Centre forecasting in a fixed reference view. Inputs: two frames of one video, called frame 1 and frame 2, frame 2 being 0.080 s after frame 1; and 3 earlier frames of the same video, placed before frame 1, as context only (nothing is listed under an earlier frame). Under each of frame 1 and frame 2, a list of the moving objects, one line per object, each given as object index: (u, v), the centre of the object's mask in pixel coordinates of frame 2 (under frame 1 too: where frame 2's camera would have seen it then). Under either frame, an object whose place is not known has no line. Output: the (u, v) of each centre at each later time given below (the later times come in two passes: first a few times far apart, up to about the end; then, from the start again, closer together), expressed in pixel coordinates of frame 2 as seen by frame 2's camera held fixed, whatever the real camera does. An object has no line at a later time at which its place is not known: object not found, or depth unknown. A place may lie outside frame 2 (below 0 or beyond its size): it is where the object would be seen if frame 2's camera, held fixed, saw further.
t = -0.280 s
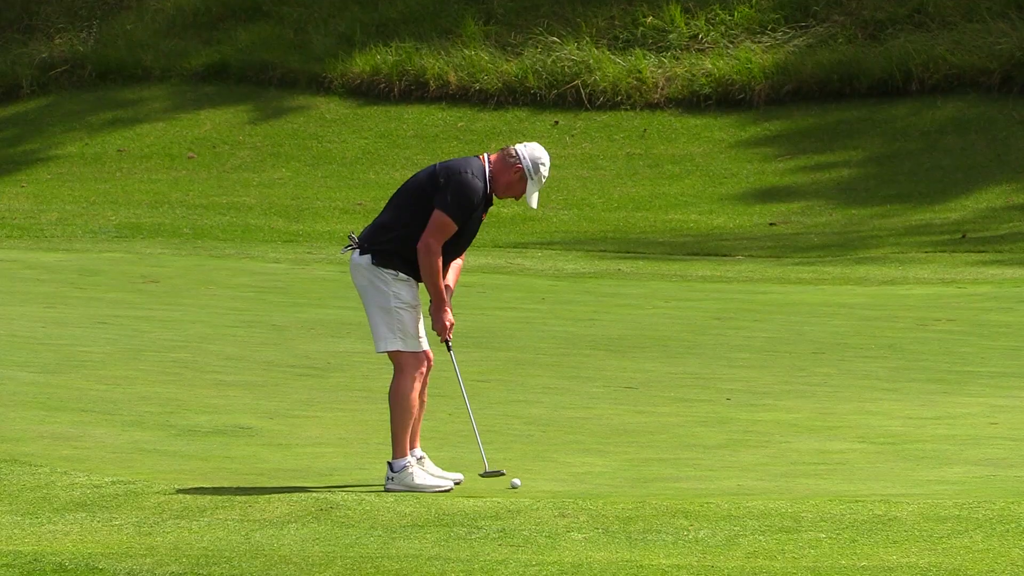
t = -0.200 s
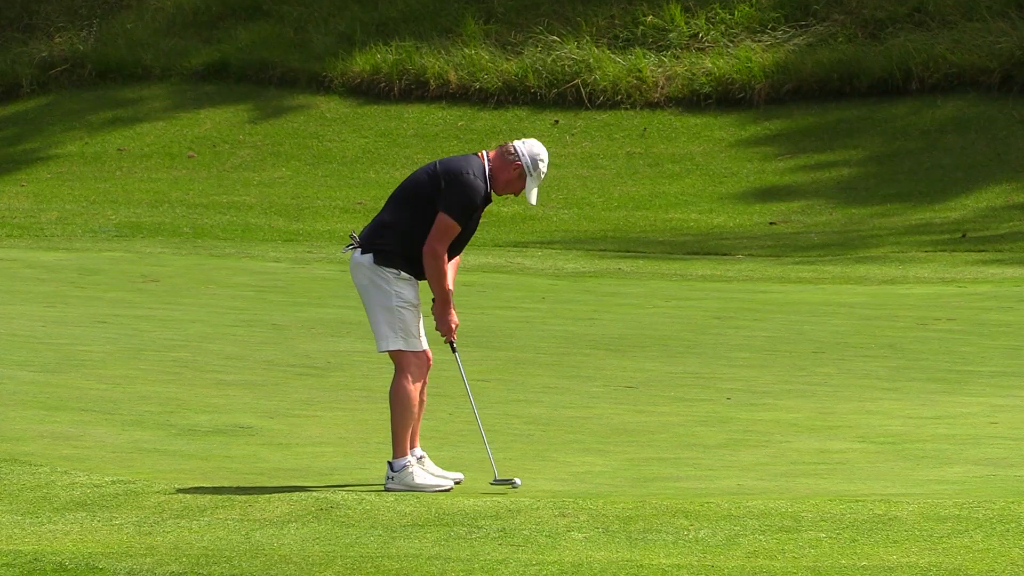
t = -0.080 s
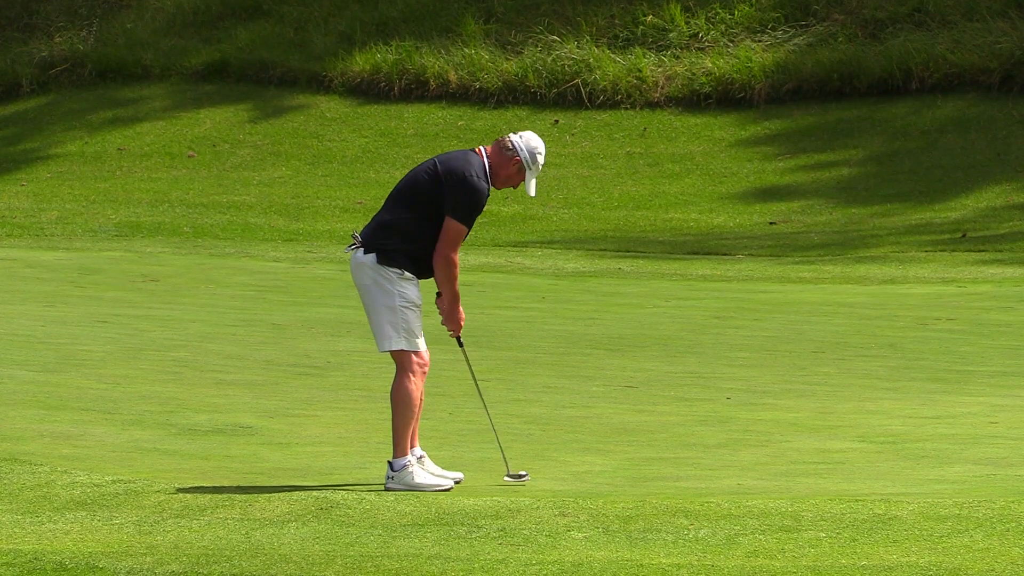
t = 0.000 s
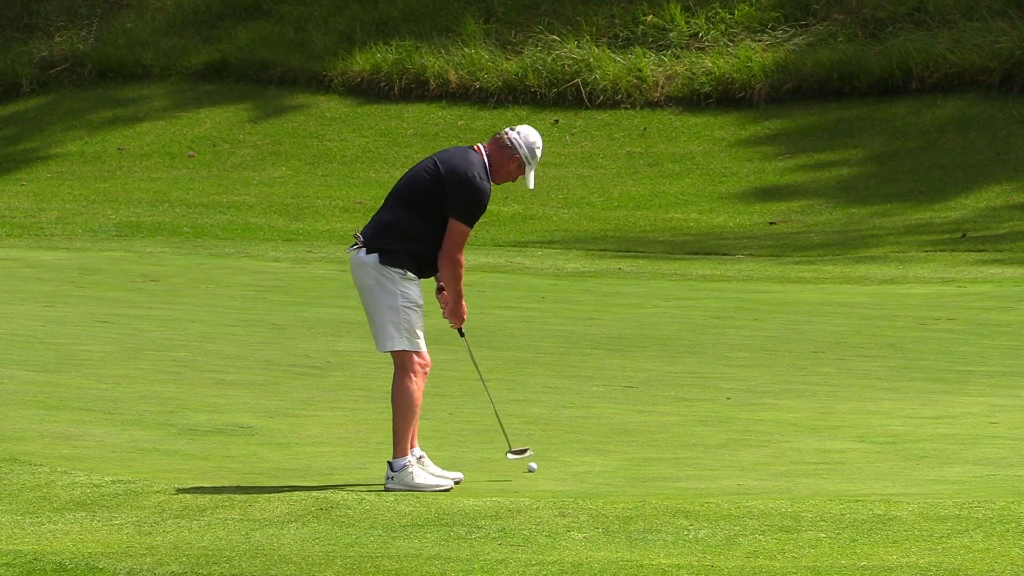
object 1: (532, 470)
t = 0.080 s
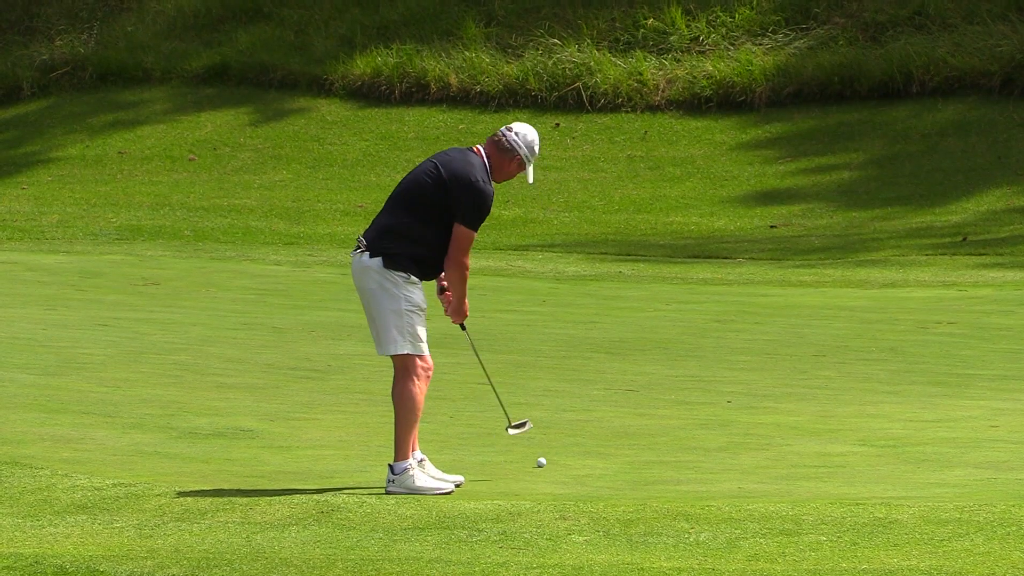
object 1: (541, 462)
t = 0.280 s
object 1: (557, 447)
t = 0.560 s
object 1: (575, 427)
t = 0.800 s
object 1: (588, 413)
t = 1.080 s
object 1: (600, 401)
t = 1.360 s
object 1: (610, 391)
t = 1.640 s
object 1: (619, 382)
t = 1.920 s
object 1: (626, 374)
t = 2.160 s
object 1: (632, 368)
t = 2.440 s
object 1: (638, 363)
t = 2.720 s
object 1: (644, 358)
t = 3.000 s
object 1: (649, 355)
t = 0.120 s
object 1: (544, 459)
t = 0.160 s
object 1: (548, 456)
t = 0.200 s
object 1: (551, 453)
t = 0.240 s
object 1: (554, 450)
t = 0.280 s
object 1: (557, 447)
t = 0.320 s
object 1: (559, 444)
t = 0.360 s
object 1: (562, 441)
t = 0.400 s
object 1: (565, 438)
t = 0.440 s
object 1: (568, 435)
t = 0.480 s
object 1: (570, 432)
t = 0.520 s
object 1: (573, 430)
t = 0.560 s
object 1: (575, 427)
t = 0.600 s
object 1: (577, 425)
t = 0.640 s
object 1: (580, 422)
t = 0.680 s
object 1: (582, 419)
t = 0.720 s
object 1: (584, 417)
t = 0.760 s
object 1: (586, 415)
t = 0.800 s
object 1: (588, 413)
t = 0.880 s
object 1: (592, 410)
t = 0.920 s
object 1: (593, 408)
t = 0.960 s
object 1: (595, 406)
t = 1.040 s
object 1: (598, 402)
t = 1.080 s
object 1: (600, 401)
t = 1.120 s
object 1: (601, 399)
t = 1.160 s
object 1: (603, 398)
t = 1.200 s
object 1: (604, 396)
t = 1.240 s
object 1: (606, 395)
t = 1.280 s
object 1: (607, 393)
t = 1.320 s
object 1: (608, 392)
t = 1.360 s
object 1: (610, 391)
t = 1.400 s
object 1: (611, 389)
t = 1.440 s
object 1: (613, 388)
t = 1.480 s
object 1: (614, 387)
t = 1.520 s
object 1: (615, 386)
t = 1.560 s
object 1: (616, 385)
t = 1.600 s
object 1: (618, 384)
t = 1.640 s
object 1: (619, 382)
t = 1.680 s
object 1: (620, 381)
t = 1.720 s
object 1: (621, 380)
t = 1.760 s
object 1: (622, 379)
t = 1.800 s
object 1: (623, 378)
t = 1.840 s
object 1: (624, 377)
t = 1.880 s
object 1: (625, 376)
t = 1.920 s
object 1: (626, 374)
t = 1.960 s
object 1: (627, 374)
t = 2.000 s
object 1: (628, 372)
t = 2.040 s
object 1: (629, 371)
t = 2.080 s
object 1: (630, 370)
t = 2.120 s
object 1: (631, 369)
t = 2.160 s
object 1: (632, 368)
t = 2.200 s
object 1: (633, 367)
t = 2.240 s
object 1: (634, 367)
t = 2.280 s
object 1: (635, 366)
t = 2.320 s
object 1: (636, 365)
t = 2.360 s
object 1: (637, 364)
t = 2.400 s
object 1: (638, 364)
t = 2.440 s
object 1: (638, 363)
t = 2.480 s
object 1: (639, 362)
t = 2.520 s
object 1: (640, 362)
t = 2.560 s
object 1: (641, 361)
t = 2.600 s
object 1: (642, 360)
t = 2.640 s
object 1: (642, 360)
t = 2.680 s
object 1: (643, 359)
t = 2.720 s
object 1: (644, 358)
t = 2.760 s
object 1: (645, 358)
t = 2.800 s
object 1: (646, 358)
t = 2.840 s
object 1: (646, 357)
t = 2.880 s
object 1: (647, 356)
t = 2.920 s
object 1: (648, 356)
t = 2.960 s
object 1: (648, 355)
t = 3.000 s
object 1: (649, 355)
